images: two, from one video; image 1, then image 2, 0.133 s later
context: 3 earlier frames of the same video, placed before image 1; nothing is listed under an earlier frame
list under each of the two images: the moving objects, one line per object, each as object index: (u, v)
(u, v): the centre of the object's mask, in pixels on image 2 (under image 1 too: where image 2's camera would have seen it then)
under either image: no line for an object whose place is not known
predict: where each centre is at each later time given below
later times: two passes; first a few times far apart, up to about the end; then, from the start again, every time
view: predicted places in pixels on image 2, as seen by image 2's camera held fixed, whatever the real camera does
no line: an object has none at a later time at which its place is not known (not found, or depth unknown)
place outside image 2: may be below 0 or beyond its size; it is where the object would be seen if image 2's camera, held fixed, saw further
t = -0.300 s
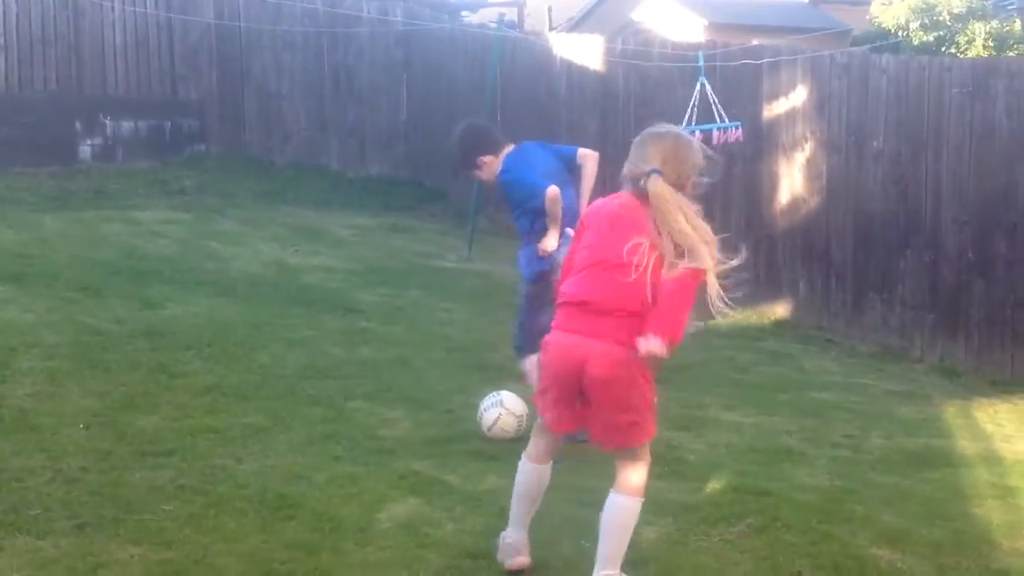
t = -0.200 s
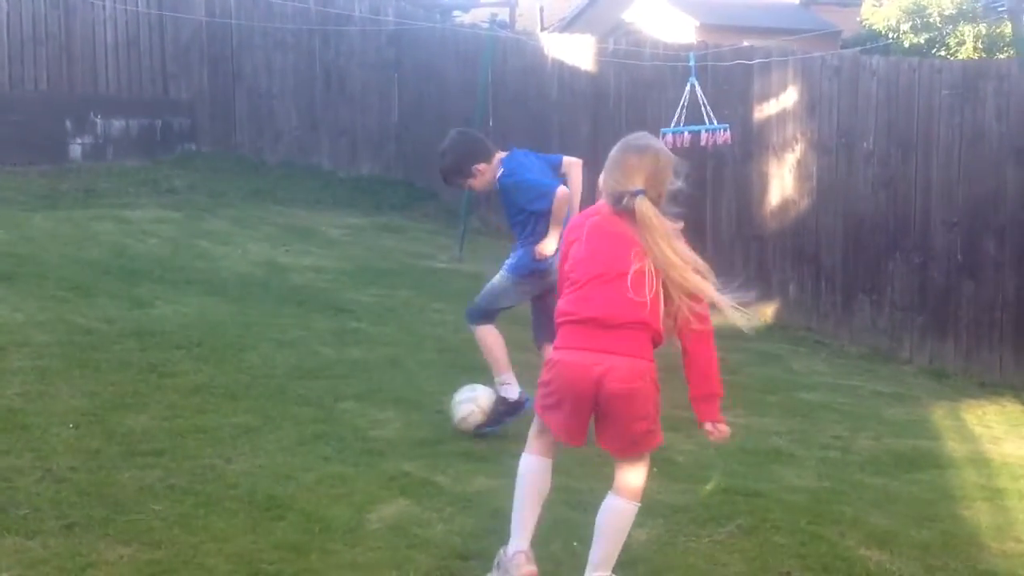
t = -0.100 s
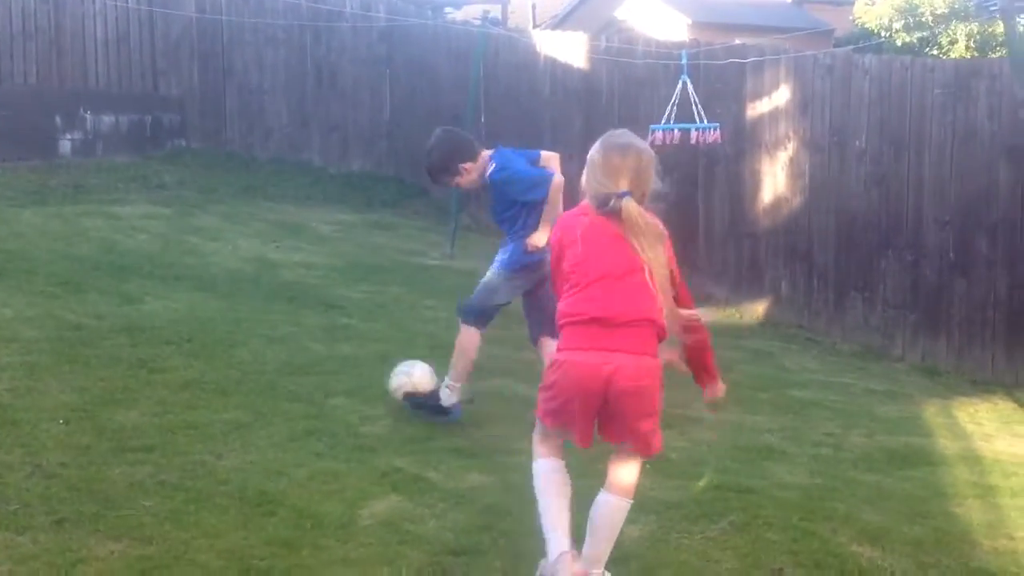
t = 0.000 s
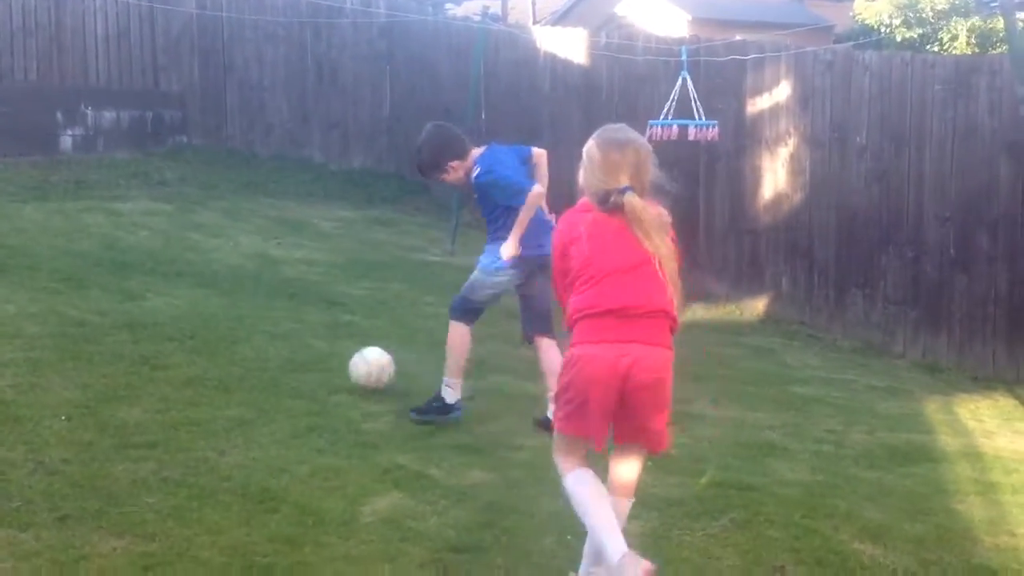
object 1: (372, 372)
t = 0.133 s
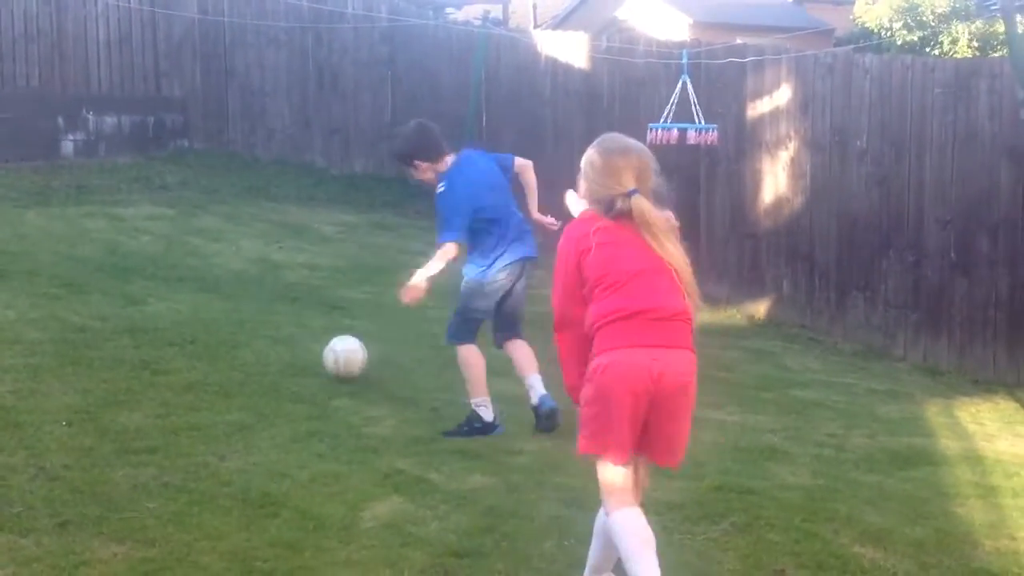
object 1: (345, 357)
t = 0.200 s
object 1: (333, 353)
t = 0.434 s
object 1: (298, 331)
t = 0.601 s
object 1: (280, 321)
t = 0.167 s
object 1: (339, 358)
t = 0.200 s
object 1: (333, 353)
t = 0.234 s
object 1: (328, 347)
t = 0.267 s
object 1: (322, 343)
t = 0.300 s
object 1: (317, 342)
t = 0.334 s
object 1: (311, 342)
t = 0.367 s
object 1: (307, 338)
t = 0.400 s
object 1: (302, 333)
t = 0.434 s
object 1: (298, 331)
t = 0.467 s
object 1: (294, 330)
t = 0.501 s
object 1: (290, 329)
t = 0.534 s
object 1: (287, 327)
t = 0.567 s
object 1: (284, 325)
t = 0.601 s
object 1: (280, 321)
